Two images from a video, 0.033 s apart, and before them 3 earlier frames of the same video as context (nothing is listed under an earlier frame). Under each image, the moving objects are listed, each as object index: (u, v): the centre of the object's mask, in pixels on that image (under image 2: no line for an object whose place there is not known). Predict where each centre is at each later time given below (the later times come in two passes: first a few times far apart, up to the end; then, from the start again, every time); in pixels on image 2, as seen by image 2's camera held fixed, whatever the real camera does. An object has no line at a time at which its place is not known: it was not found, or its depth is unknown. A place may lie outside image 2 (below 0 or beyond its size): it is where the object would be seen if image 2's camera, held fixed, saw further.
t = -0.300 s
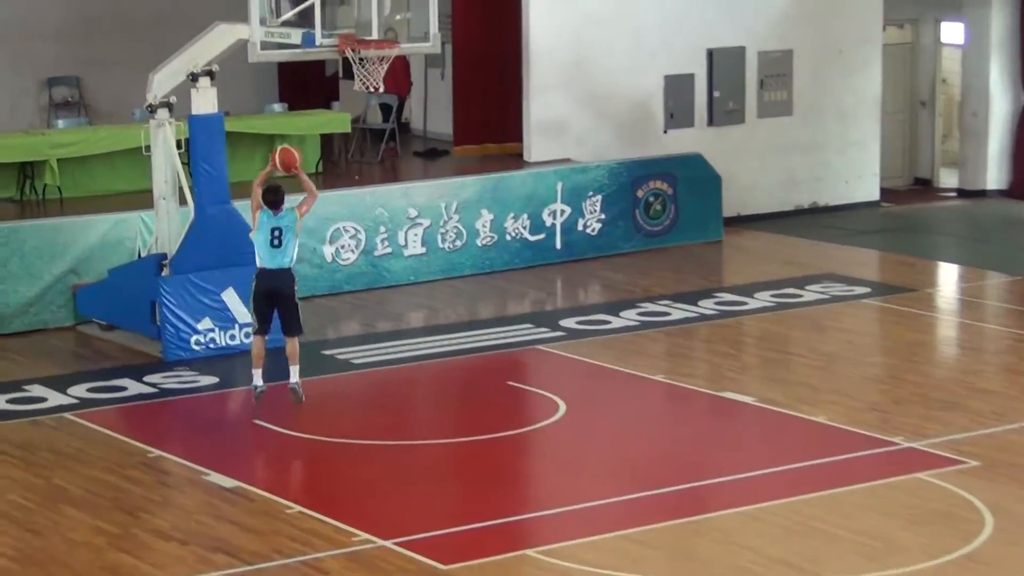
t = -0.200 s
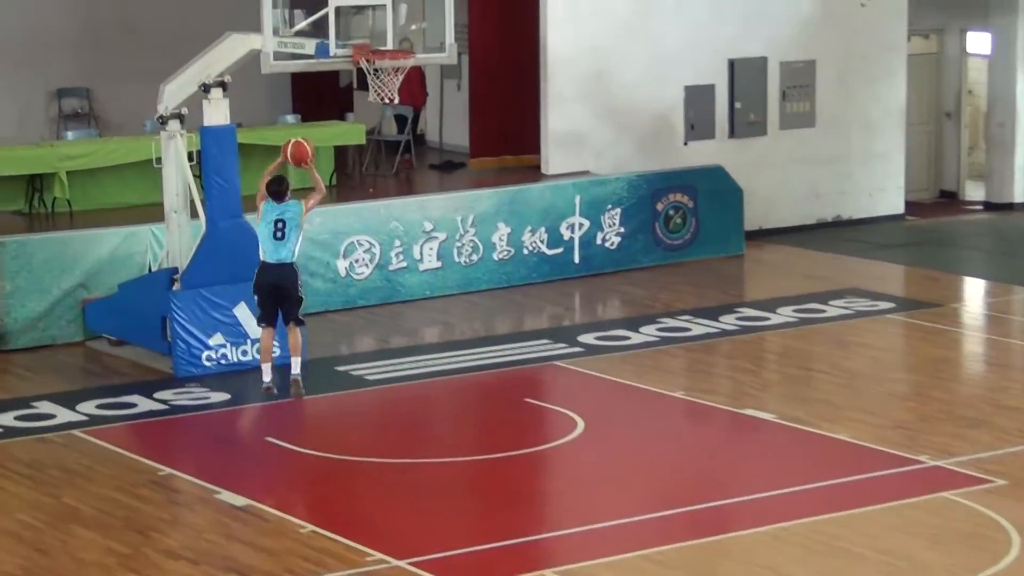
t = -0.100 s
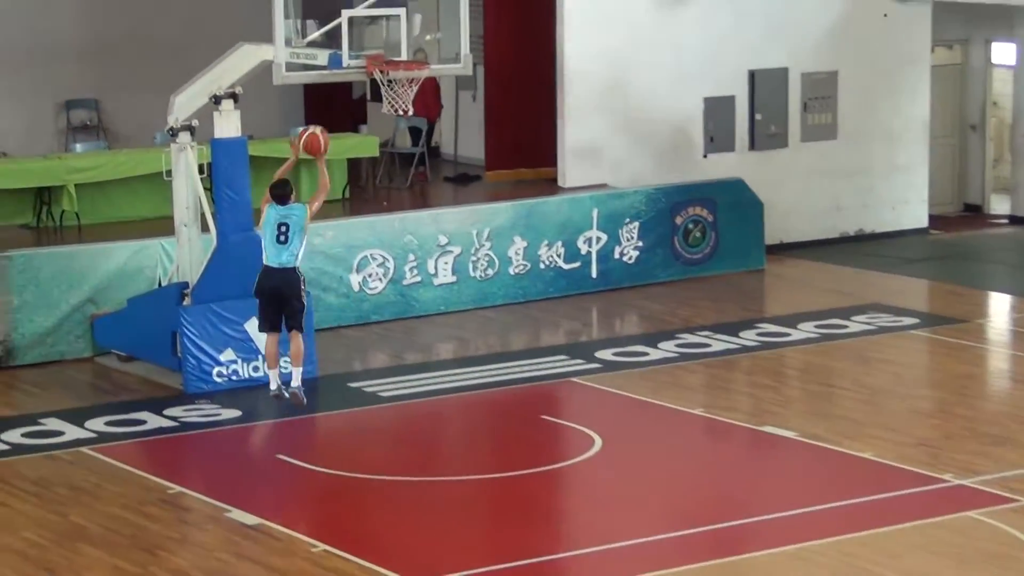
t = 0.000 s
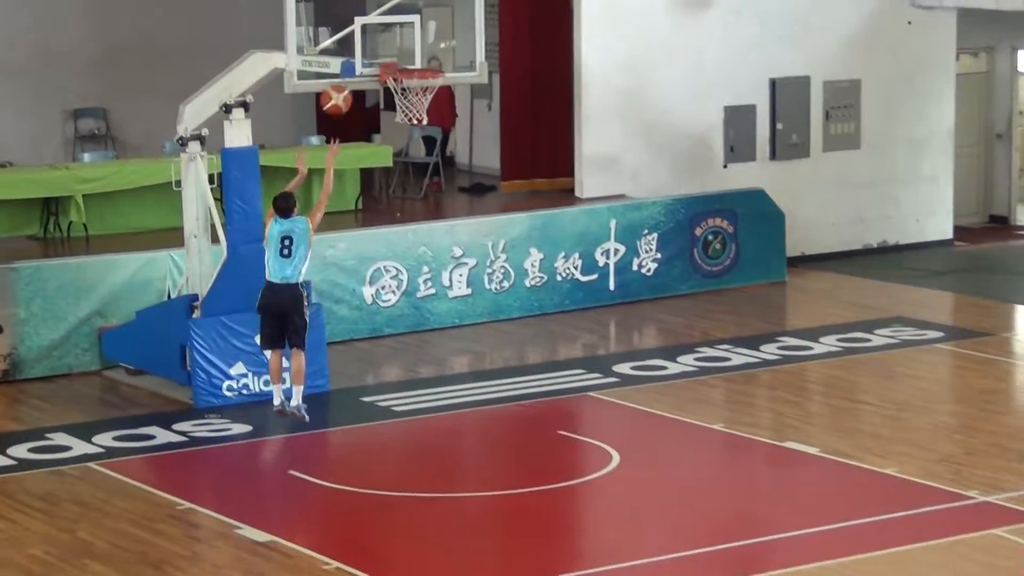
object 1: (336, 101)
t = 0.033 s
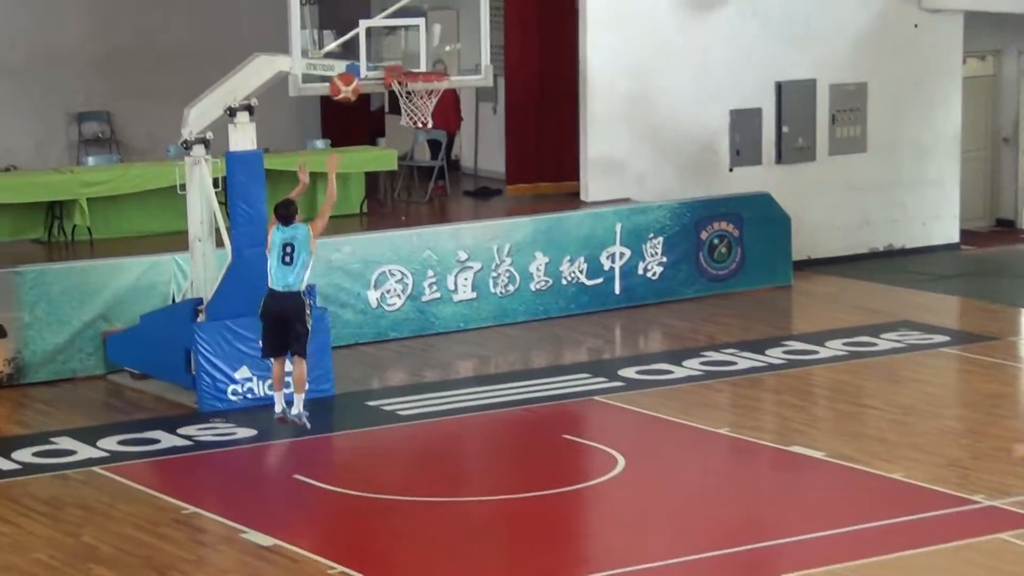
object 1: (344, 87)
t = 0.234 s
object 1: (368, 26)
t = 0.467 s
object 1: (412, 46)
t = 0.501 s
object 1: (418, 54)
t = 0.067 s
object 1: (348, 73)
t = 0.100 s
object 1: (352, 61)
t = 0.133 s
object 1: (357, 50)
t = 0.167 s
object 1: (361, 39)
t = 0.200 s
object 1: (365, 31)
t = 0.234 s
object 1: (368, 26)
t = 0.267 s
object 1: (375, 25)
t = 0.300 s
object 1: (382, 25)
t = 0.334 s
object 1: (387, 26)
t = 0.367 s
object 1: (393, 29)
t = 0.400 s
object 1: (400, 34)
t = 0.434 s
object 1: (406, 39)
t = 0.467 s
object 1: (412, 46)
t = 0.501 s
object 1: (418, 54)
